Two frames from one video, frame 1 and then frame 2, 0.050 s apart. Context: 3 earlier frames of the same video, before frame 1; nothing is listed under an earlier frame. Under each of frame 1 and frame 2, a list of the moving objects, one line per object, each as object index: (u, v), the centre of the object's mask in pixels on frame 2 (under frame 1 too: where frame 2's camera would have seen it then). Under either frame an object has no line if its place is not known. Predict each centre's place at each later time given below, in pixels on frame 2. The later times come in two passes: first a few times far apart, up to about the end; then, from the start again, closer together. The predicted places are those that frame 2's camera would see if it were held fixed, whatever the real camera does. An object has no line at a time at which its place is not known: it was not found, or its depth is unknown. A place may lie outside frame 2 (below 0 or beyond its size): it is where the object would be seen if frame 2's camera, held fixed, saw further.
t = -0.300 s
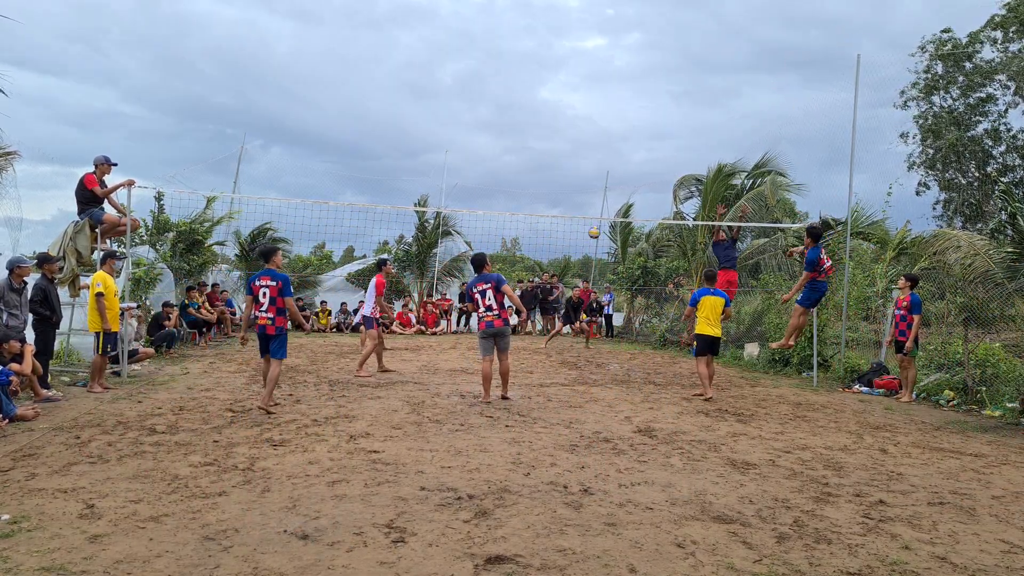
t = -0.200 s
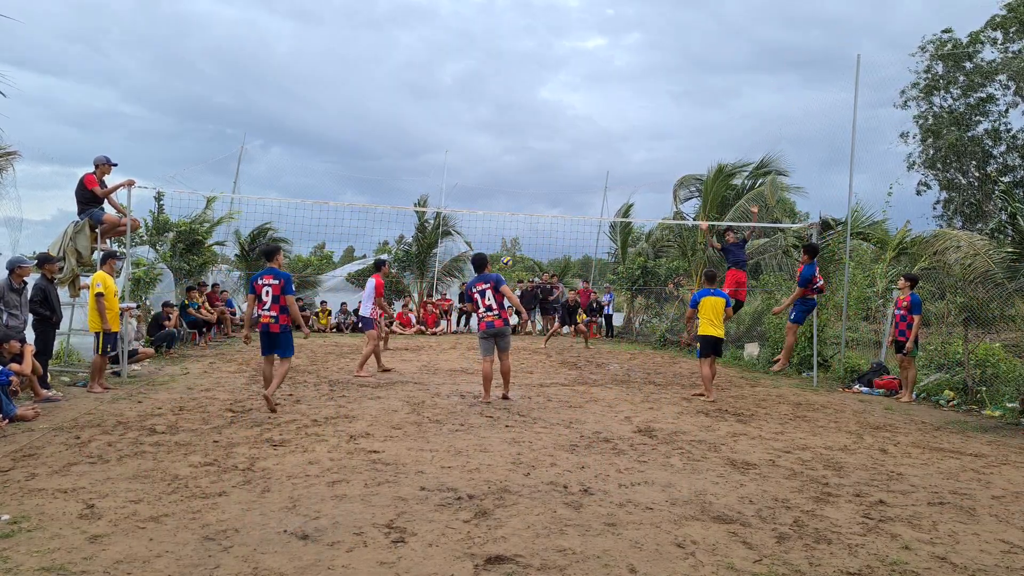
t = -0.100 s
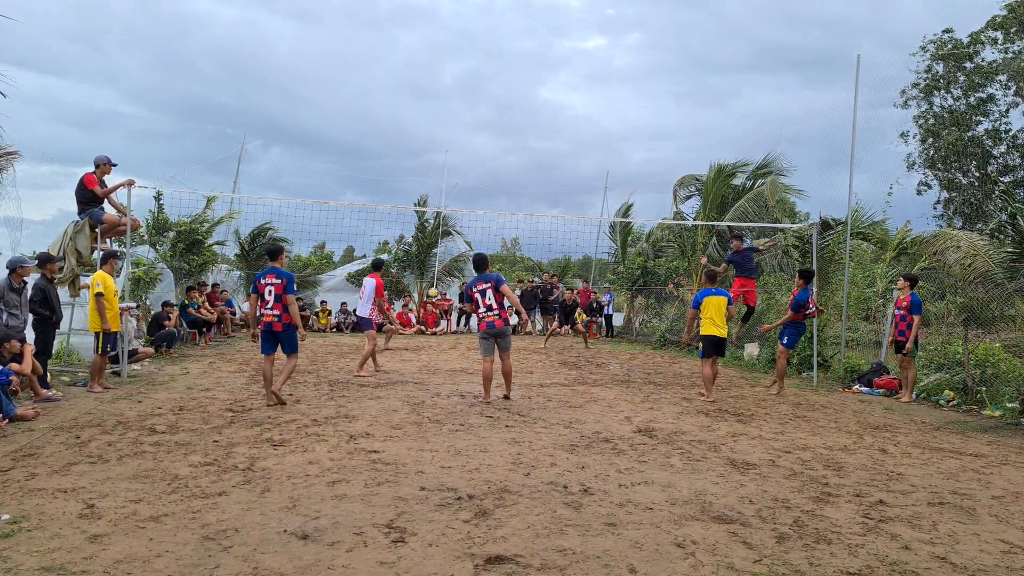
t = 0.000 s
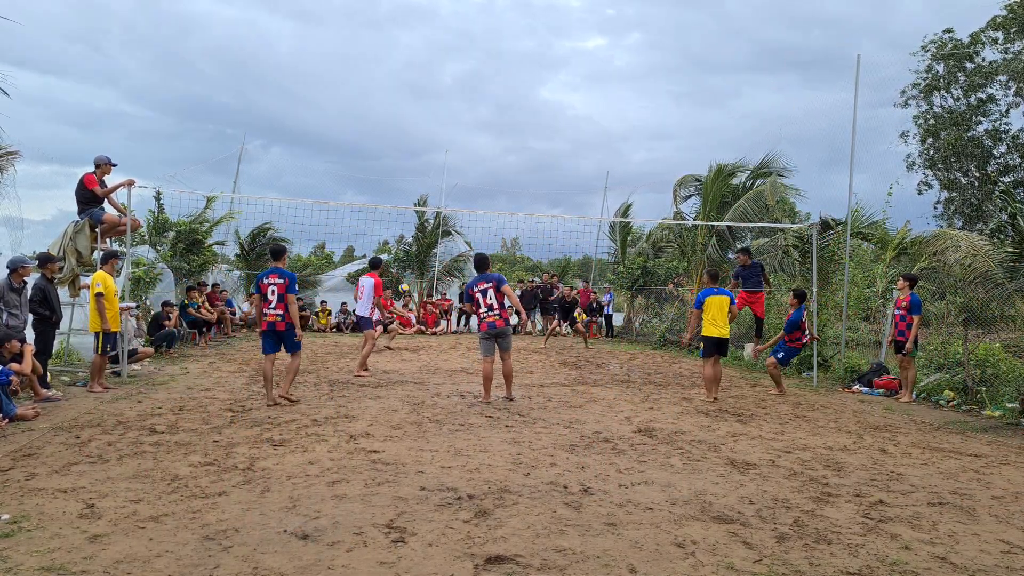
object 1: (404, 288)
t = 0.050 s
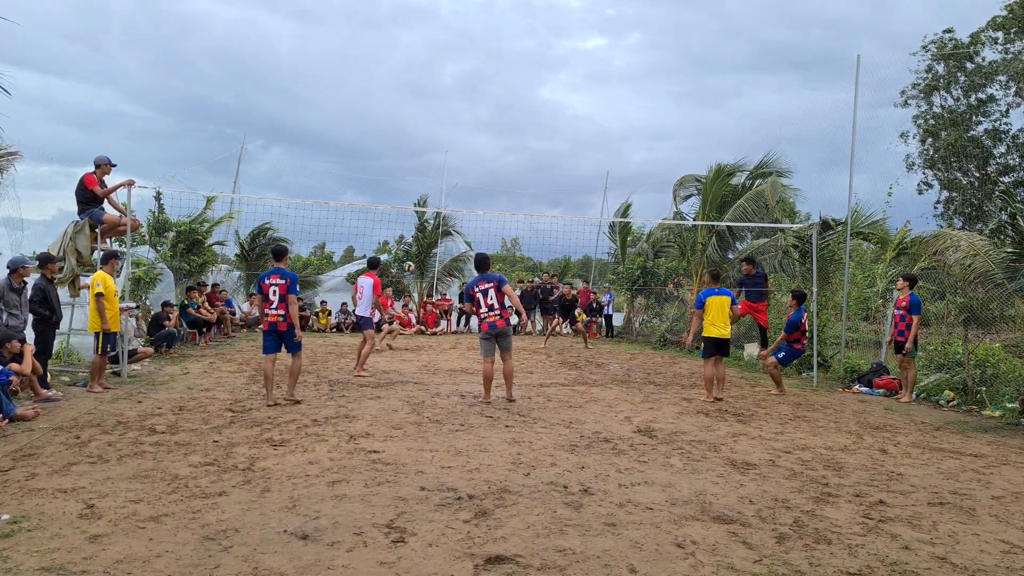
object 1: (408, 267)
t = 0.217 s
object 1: (424, 201)
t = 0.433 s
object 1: (445, 137)
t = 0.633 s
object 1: (463, 98)
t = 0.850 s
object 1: (483, 80)
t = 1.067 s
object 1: (502, 87)
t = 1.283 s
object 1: (521, 118)
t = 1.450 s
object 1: (536, 159)
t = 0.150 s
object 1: (419, 226)
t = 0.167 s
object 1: (420, 220)
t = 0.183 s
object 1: (421, 214)
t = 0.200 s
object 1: (423, 205)
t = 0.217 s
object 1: (424, 201)
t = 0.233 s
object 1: (426, 196)
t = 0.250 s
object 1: (428, 190)
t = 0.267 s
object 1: (430, 185)
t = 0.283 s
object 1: (431, 179)
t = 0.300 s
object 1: (433, 174)
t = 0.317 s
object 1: (434, 169)
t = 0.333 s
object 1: (436, 164)
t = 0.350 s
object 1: (438, 159)
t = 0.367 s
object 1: (439, 154)
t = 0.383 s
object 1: (441, 150)
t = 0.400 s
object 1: (442, 146)
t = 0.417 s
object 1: (444, 141)
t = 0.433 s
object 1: (445, 137)
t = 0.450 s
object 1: (447, 133)
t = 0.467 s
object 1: (448, 129)
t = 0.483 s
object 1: (450, 126)
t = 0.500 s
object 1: (451, 122)
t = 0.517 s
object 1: (453, 119)
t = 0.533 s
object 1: (454, 115)
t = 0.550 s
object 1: (456, 112)
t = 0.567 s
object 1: (457, 109)
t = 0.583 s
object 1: (459, 107)
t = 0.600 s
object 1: (461, 104)
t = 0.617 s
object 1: (462, 101)
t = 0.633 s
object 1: (463, 98)
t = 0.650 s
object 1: (465, 96)
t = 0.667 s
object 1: (466, 94)
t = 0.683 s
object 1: (468, 92)
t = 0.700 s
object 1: (469, 91)
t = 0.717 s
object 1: (471, 89)
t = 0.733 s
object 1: (472, 87)
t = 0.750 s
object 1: (474, 86)
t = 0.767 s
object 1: (475, 85)
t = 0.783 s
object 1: (477, 84)
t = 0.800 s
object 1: (478, 83)
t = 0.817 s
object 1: (480, 82)
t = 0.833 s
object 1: (481, 81)
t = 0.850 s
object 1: (483, 80)
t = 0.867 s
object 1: (484, 80)
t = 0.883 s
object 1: (486, 80)
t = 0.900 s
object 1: (487, 79)
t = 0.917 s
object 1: (488, 80)
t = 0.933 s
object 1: (490, 80)
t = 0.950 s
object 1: (492, 81)
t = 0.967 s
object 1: (493, 81)
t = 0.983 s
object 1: (495, 81)
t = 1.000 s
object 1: (496, 82)
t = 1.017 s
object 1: (498, 83)
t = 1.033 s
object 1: (499, 84)
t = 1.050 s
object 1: (501, 86)
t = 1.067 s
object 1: (502, 87)
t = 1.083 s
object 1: (504, 89)
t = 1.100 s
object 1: (505, 90)
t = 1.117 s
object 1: (507, 92)
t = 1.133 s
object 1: (508, 94)
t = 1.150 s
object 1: (510, 96)
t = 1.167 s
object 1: (511, 98)
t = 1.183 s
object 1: (513, 101)
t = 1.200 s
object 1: (514, 103)
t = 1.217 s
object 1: (516, 106)
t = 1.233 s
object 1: (517, 109)
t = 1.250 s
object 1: (518, 112)
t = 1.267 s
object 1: (520, 115)
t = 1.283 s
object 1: (521, 118)
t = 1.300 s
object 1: (523, 122)
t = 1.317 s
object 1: (524, 125)
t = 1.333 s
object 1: (526, 129)
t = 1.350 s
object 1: (527, 133)
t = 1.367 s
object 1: (529, 137)
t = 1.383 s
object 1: (531, 141)
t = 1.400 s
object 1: (532, 145)
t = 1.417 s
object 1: (533, 150)
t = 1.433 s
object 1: (535, 154)
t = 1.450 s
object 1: (536, 159)
